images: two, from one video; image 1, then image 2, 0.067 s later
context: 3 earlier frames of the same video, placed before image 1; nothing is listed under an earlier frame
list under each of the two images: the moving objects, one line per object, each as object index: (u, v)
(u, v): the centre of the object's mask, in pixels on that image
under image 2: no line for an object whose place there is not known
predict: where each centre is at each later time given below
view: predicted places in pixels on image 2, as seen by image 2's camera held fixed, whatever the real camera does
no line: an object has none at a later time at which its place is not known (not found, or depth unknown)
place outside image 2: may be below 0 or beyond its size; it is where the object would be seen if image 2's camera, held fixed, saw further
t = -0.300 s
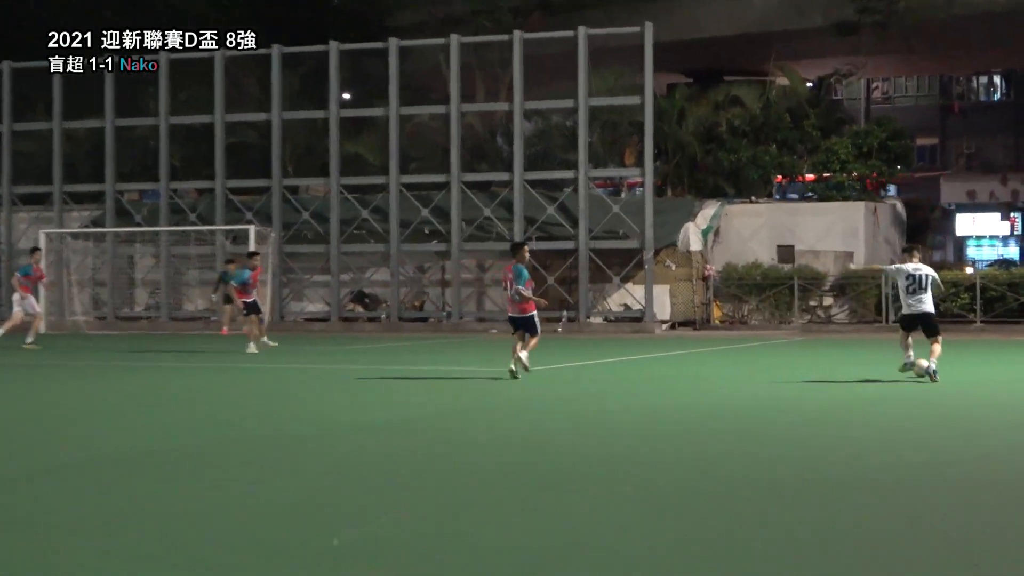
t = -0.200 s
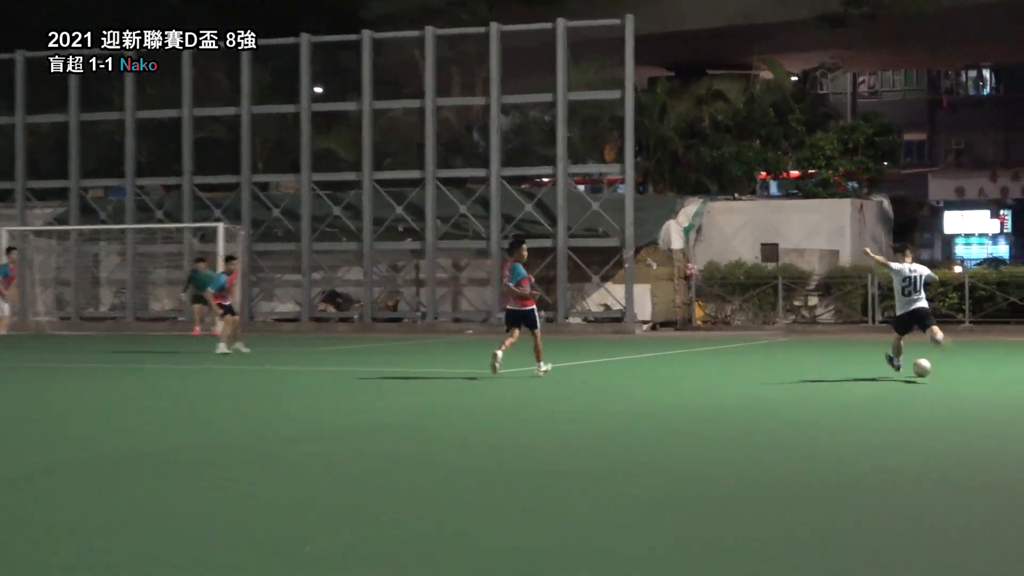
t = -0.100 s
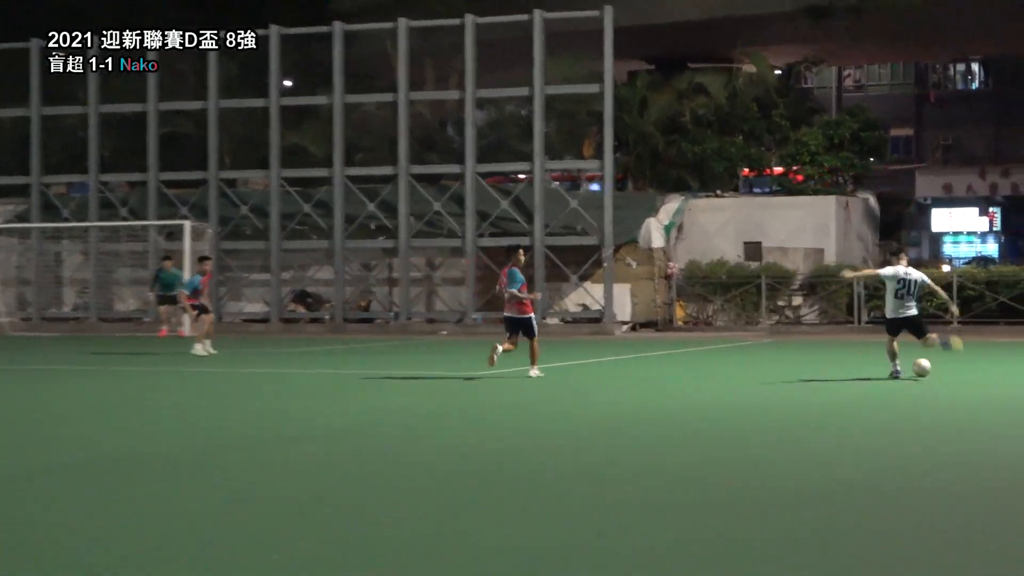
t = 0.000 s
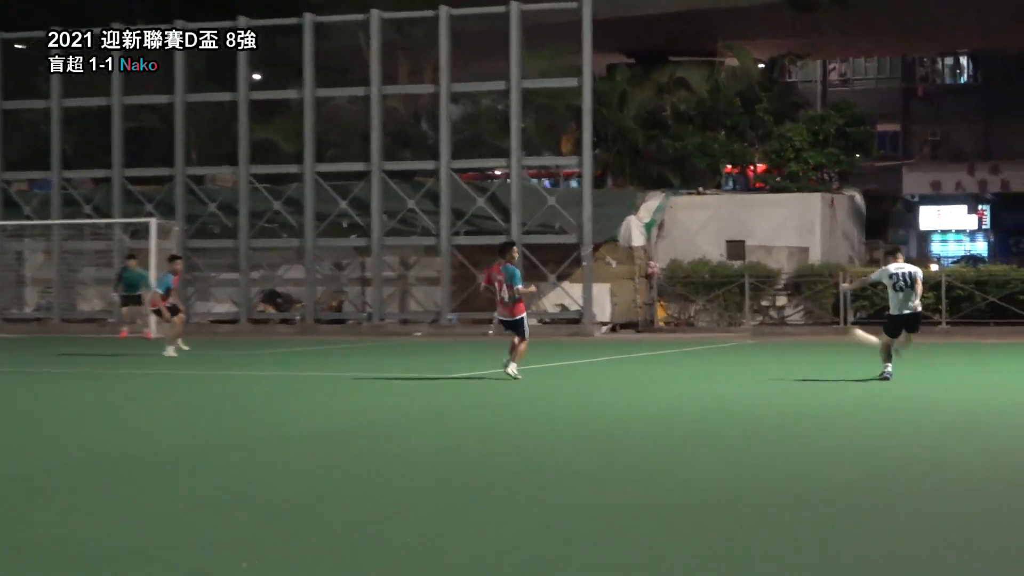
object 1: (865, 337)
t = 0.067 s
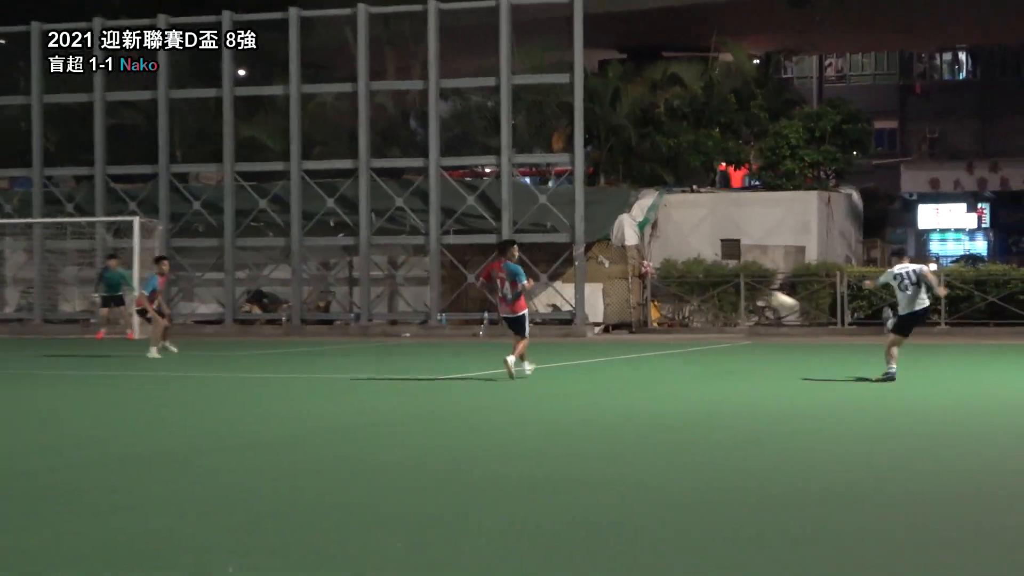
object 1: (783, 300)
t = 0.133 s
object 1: (712, 270)
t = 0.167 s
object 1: (679, 256)
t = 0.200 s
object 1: (646, 246)
